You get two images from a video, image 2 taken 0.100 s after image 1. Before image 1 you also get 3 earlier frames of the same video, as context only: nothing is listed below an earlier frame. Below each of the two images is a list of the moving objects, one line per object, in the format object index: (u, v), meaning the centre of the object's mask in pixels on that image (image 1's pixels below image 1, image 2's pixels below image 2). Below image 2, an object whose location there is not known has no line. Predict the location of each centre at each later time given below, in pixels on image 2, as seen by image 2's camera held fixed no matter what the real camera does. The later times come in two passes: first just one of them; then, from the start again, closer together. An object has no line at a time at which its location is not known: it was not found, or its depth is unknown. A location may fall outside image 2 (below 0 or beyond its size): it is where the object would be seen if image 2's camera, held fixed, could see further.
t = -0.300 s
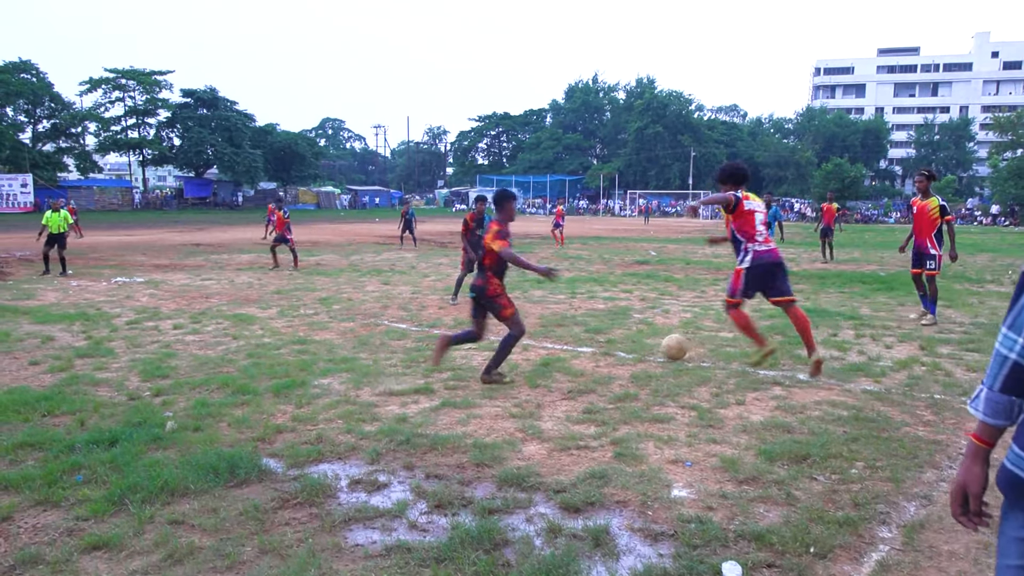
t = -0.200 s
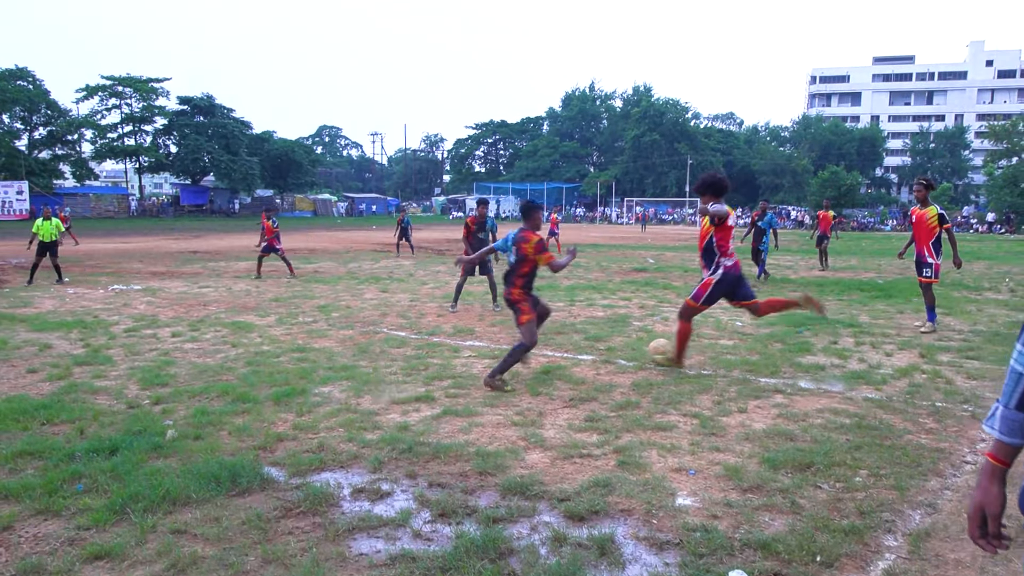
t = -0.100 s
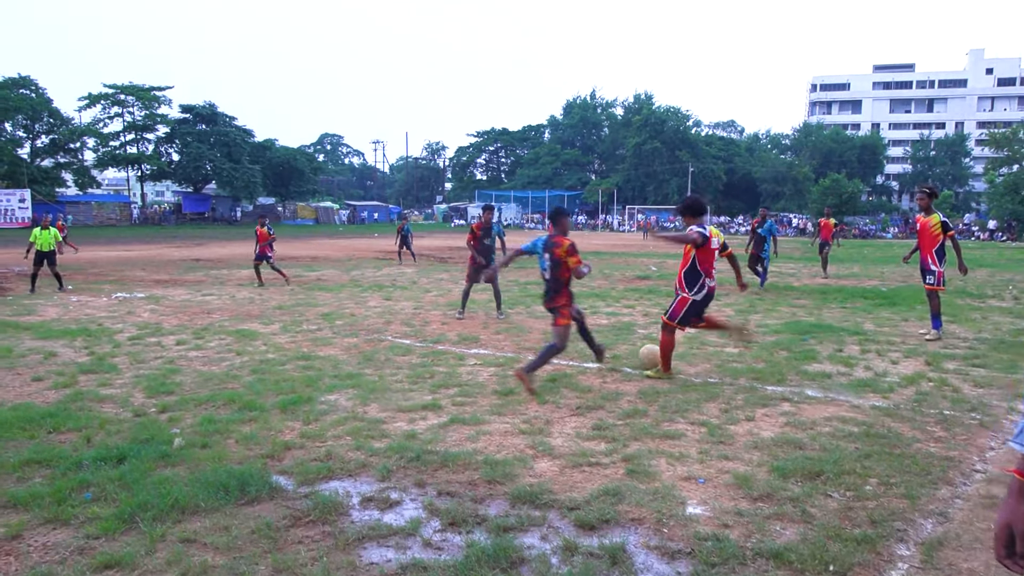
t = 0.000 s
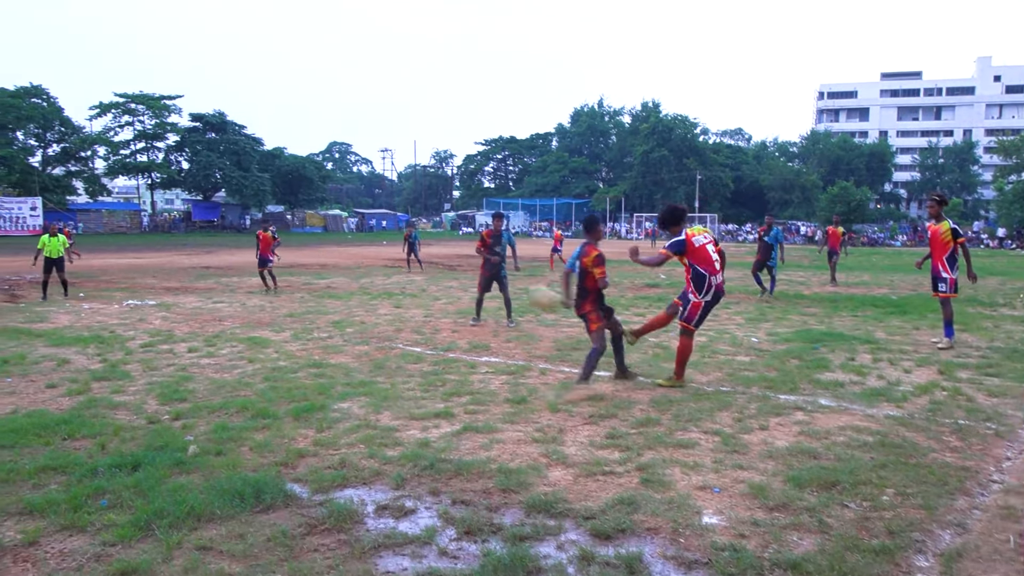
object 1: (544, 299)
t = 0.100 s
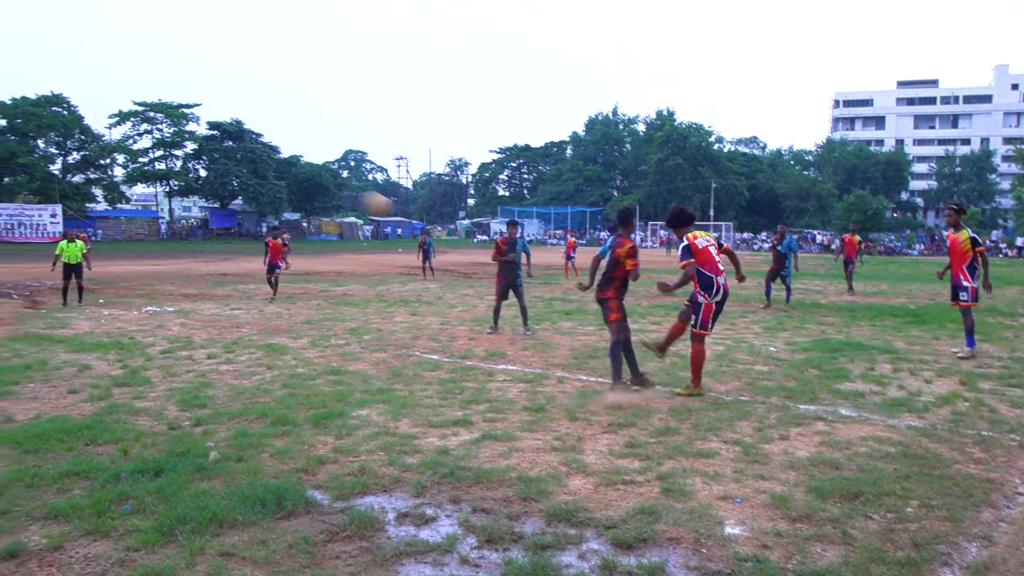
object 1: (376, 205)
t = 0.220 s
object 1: (195, 111)
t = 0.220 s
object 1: (195, 111)
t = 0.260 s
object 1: (144, 86)
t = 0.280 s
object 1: (118, 75)
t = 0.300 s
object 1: (94, 64)
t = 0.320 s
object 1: (71, 54)
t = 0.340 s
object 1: (49, 45)
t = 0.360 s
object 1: (27, 36)
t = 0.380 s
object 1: (6, 27)
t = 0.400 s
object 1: (-15, 20)
